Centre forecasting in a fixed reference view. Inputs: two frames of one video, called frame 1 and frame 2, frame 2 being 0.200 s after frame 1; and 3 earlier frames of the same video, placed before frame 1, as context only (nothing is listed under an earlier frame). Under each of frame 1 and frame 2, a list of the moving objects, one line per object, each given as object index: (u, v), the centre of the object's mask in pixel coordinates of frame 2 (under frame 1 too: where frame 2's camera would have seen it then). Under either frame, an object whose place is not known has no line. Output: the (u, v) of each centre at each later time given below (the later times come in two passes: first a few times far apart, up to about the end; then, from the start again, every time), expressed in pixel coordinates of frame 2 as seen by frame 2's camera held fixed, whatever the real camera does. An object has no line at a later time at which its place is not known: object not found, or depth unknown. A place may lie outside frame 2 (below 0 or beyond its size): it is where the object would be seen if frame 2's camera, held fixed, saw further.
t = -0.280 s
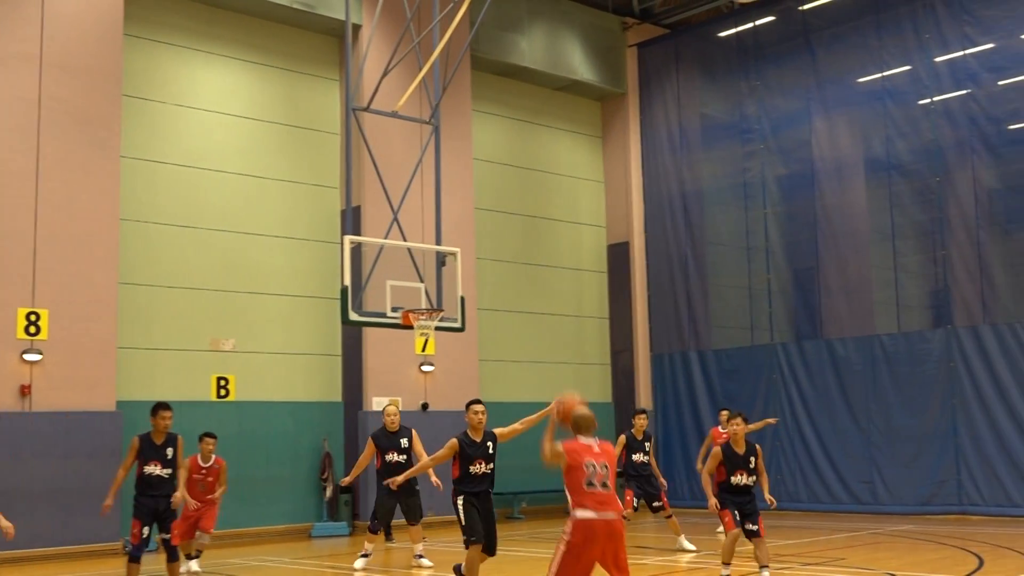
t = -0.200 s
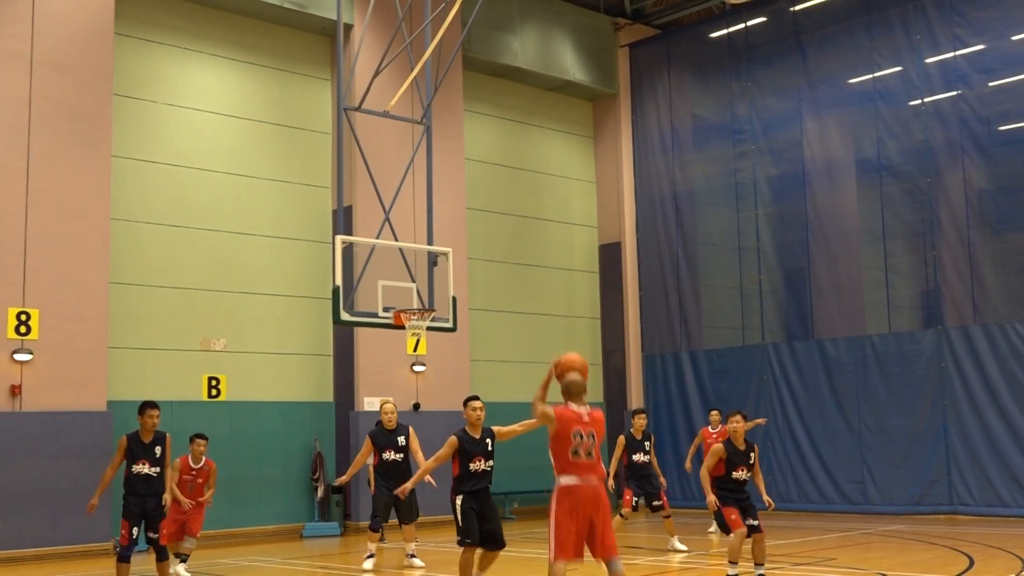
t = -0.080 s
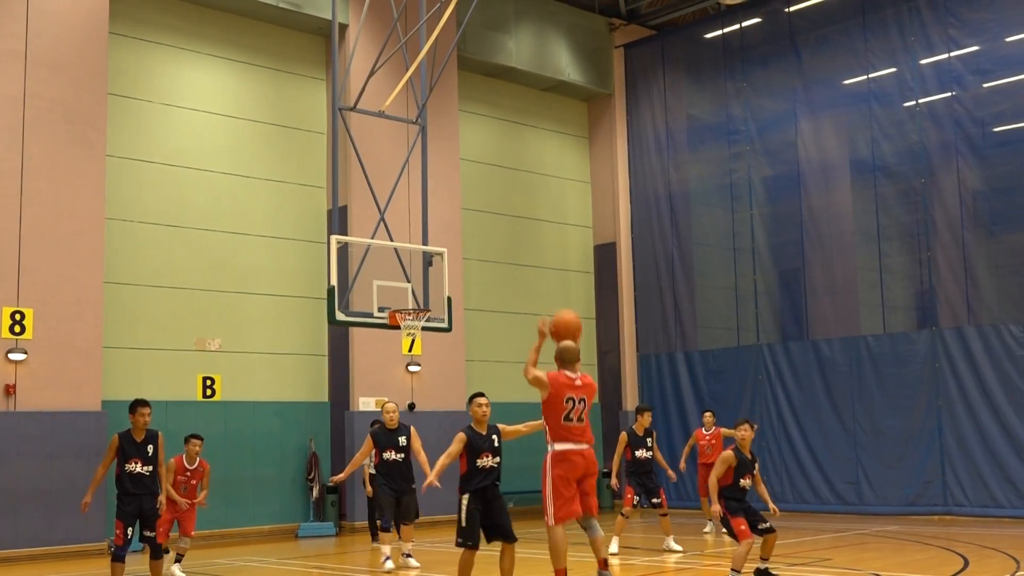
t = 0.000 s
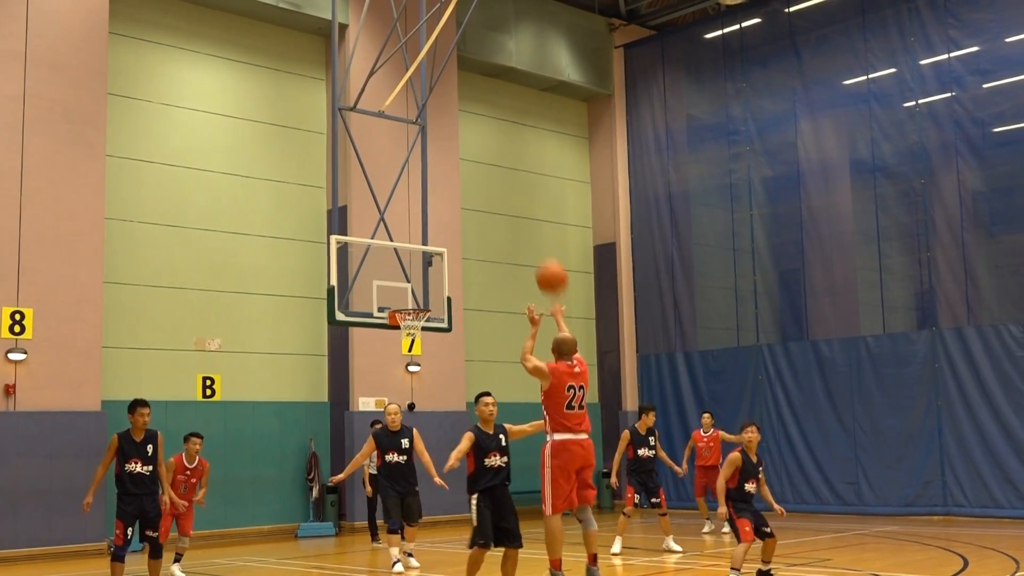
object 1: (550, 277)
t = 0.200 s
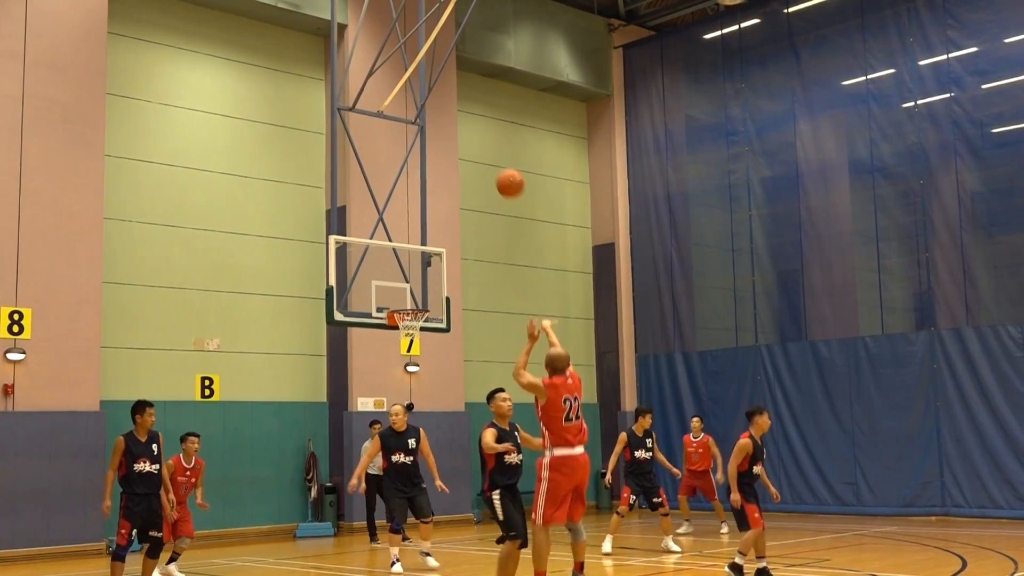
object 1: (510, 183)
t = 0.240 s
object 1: (503, 172)
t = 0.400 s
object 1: (480, 147)
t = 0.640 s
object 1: (454, 158)
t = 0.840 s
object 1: (436, 201)
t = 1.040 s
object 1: (423, 267)
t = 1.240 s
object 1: (431, 293)
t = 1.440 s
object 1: (474, 285)
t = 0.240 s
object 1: (503, 172)
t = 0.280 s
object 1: (497, 163)
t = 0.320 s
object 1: (491, 156)
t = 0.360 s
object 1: (485, 151)
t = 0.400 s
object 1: (480, 147)
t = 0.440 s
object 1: (475, 145)
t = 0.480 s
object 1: (470, 145)
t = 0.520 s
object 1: (466, 147)
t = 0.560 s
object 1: (461, 149)
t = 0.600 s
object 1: (457, 153)
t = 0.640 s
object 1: (454, 158)
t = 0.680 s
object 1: (450, 164)
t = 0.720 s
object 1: (446, 171)
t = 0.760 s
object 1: (443, 180)
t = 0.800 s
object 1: (439, 190)
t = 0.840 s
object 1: (436, 201)
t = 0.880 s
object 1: (434, 212)
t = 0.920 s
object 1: (431, 225)
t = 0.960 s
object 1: (428, 238)
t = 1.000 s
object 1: (425, 253)
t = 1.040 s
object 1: (423, 267)
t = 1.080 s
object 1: (420, 282)
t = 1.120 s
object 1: (419, 299)
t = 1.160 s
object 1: (418, 302)
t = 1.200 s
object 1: (422, 298)
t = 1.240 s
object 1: (431, 293)
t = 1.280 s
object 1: (439, 289)
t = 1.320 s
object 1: (448, 286)
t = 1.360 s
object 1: (457, 285)
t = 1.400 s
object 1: (465, 284)
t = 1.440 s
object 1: (474, 285)
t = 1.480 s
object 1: (482, 287)
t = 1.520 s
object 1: (491, 290)
